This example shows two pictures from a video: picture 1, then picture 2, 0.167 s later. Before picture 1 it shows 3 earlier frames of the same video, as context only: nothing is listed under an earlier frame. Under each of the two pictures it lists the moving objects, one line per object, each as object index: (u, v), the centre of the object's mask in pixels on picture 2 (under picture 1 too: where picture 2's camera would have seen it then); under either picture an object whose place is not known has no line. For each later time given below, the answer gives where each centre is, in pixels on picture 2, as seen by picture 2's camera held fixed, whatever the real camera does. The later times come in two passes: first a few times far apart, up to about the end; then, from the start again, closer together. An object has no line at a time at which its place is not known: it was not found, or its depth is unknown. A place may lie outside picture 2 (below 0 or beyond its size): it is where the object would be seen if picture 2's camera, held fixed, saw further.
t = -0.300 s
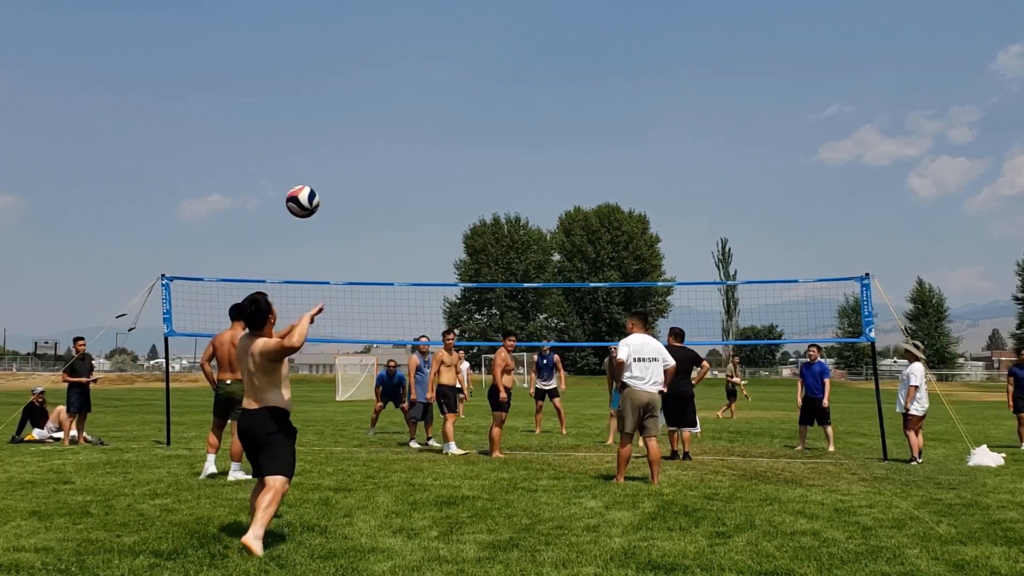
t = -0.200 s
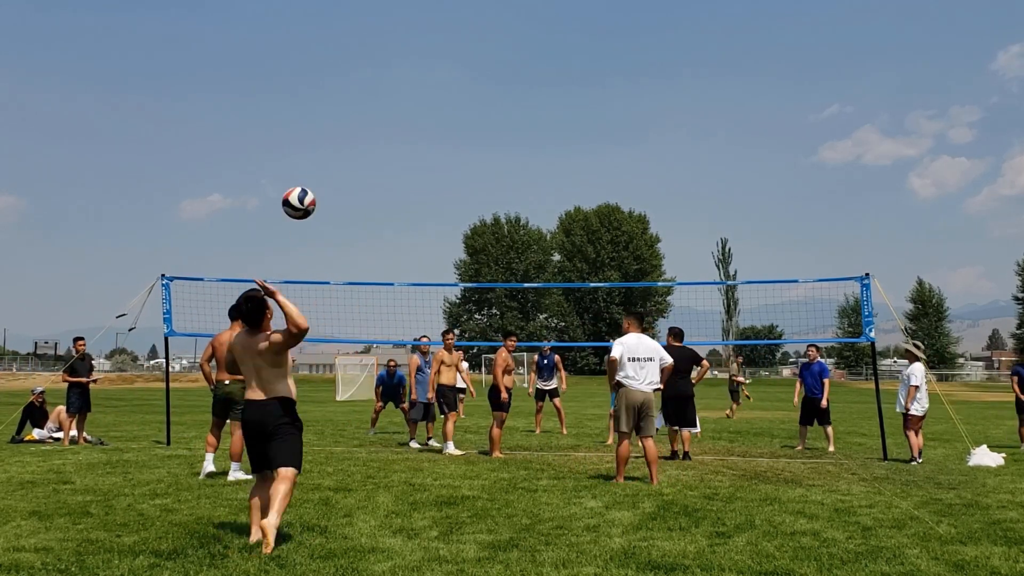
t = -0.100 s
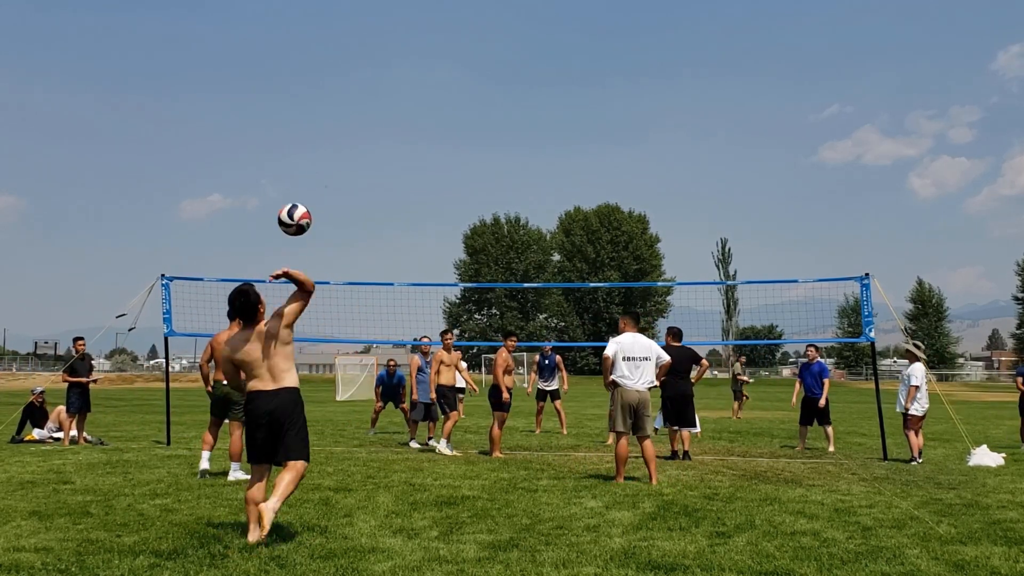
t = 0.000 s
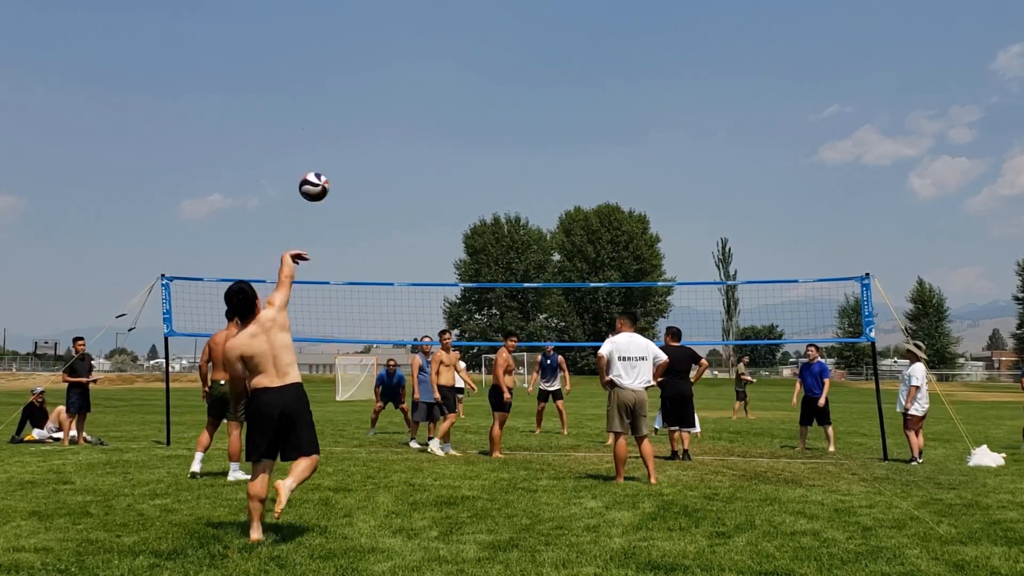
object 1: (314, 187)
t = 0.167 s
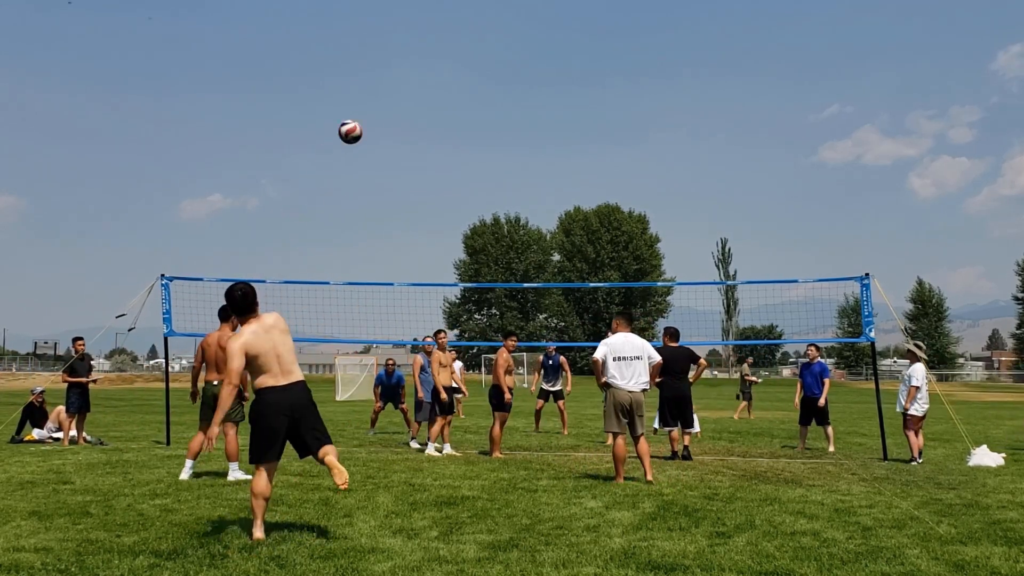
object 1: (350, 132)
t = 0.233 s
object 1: (360, 126)
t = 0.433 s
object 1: (380, 138)
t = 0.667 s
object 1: (398, 180)
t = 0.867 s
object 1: (410, 231)
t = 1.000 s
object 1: (416, 270)
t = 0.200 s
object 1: (355, 128)
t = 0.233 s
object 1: (360, 126)
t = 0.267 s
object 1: (364, 125)
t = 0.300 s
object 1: (368, 126)
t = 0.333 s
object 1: (371, 128)
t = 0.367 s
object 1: (375, 131)
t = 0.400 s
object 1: (377, 134)
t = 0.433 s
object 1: (380, 138)
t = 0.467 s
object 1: (383, 143)
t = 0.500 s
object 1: (386, 149)
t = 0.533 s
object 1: (388, 154)
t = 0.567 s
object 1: (390, 160)
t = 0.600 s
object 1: (393, 166)
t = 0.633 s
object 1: (395, 173)
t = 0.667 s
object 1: (398, 180)
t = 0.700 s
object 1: (400, 188)
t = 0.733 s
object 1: (403, 196)
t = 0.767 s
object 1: (405, 204)
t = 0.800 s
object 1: (407, 213)
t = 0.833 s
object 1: (408, 222)
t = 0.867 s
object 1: (410, 231)
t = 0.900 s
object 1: (411, 240)
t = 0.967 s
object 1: (414, 260)
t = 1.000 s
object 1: (416, 270)
